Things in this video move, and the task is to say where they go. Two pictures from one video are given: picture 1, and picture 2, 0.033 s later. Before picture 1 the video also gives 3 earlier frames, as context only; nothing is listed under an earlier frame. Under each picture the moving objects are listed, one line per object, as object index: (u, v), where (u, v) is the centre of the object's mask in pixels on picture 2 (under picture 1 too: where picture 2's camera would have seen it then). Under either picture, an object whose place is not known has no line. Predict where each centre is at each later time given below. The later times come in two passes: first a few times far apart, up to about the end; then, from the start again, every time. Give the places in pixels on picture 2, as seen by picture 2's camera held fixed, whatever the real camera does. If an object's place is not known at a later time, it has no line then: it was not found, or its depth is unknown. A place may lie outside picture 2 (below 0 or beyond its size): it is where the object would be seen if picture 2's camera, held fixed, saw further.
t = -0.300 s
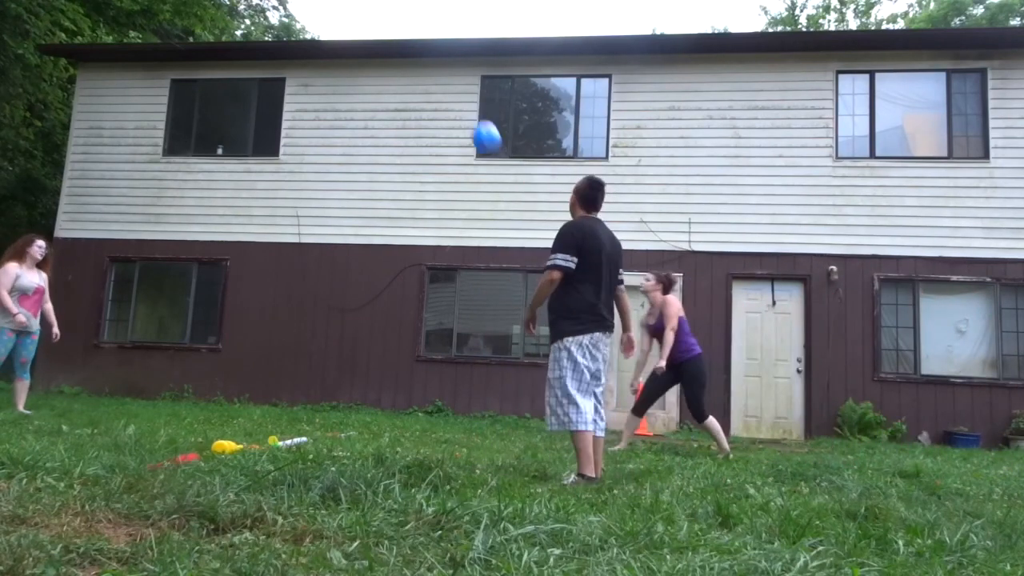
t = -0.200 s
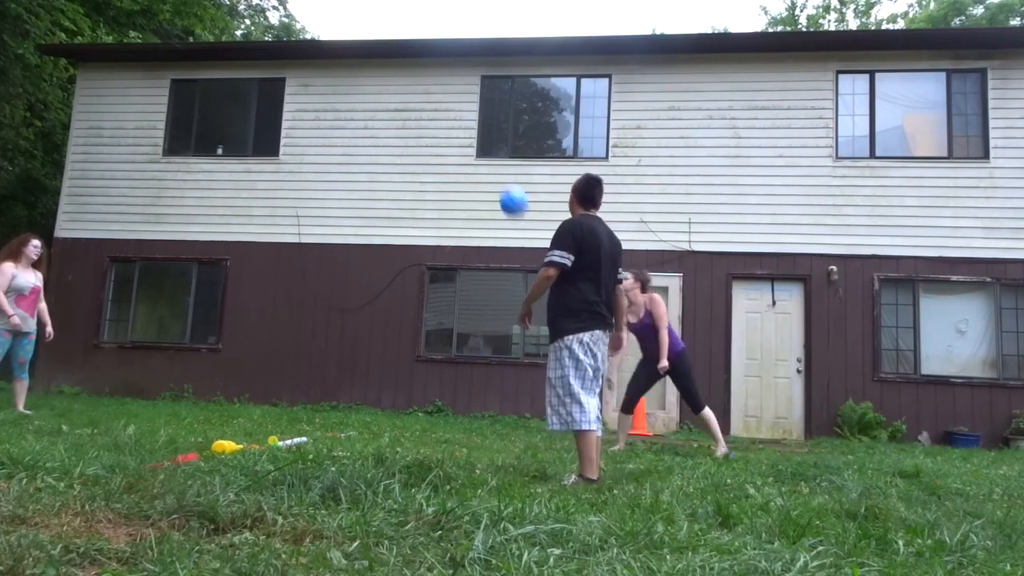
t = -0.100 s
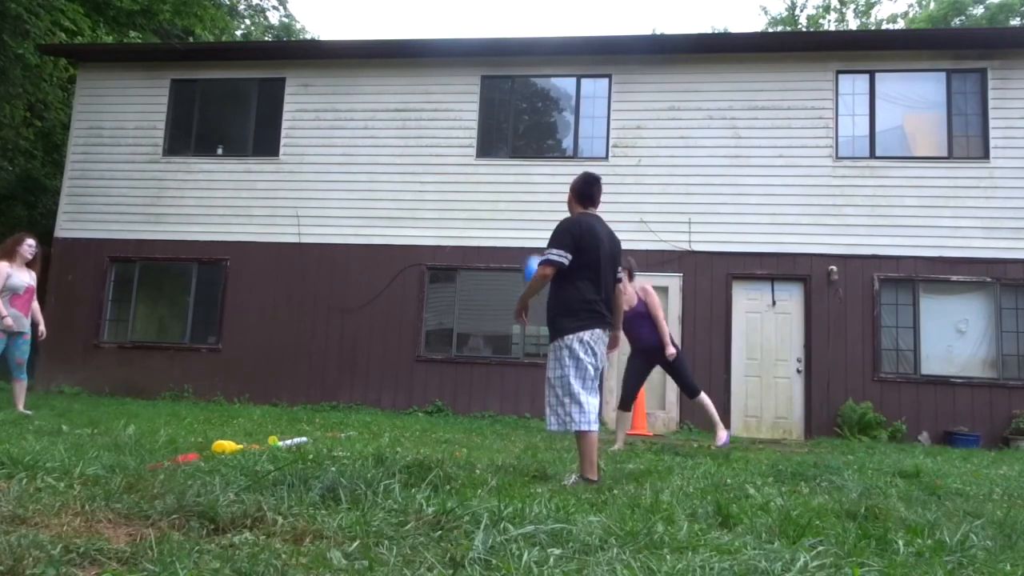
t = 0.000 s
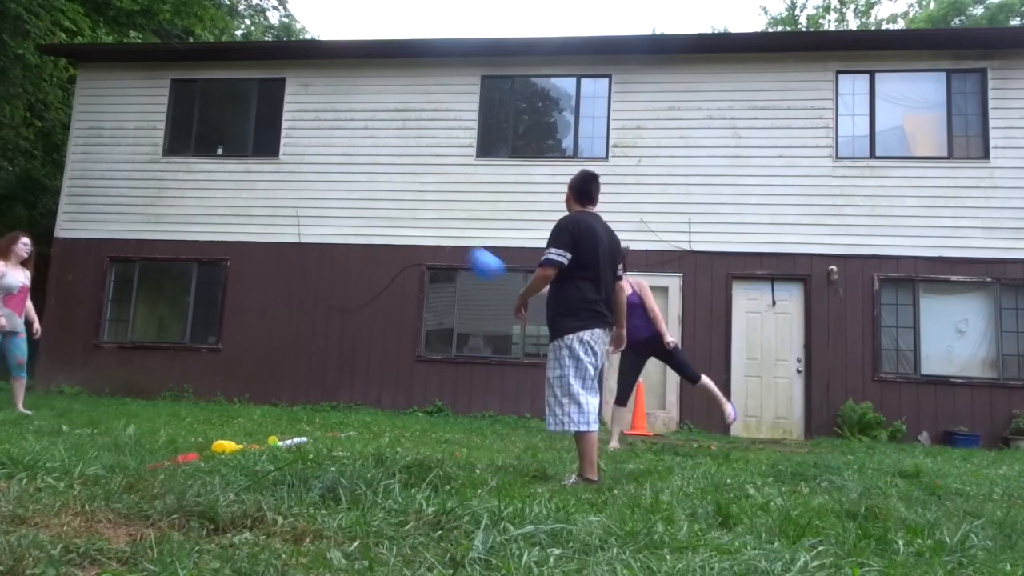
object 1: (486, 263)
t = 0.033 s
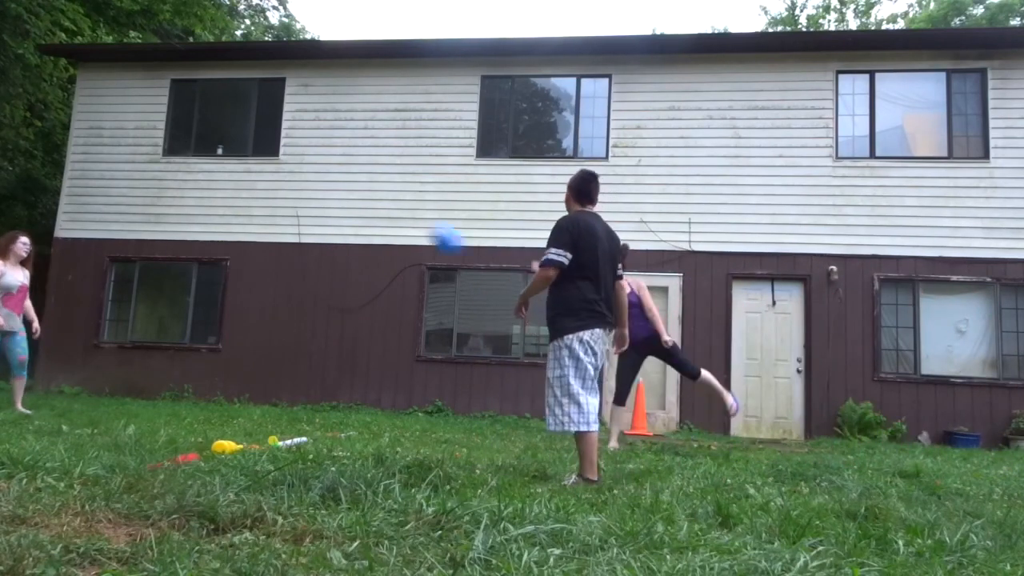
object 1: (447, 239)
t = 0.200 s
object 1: (291, 133)
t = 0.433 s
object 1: (130, 49)
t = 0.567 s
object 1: (52, 26)
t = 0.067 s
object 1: (410, 214)
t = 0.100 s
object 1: (380, 192)
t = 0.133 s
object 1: (348, 170)
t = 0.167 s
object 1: (319, 151)
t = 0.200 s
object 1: (291, 133)
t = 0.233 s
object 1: (266, 118)
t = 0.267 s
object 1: (242, 104)
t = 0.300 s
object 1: (219, 91)
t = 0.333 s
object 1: (196, 79)
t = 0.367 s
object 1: (174, 67)
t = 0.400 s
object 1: (151, 57)
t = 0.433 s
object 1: (130, 49)
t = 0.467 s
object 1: (109, 42)
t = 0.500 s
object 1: (90, 36)
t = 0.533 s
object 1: (70, 30)
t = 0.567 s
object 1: (52, 26)
